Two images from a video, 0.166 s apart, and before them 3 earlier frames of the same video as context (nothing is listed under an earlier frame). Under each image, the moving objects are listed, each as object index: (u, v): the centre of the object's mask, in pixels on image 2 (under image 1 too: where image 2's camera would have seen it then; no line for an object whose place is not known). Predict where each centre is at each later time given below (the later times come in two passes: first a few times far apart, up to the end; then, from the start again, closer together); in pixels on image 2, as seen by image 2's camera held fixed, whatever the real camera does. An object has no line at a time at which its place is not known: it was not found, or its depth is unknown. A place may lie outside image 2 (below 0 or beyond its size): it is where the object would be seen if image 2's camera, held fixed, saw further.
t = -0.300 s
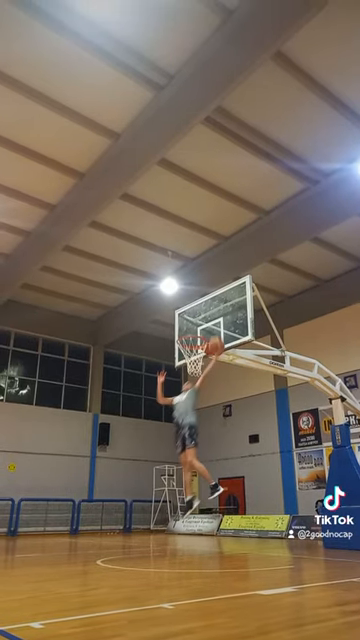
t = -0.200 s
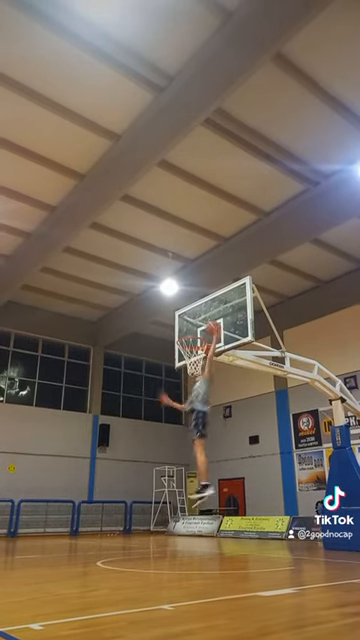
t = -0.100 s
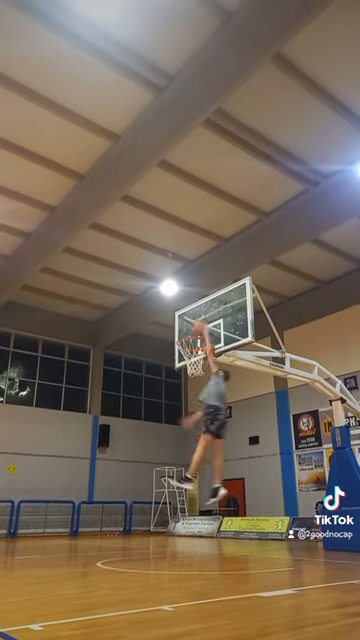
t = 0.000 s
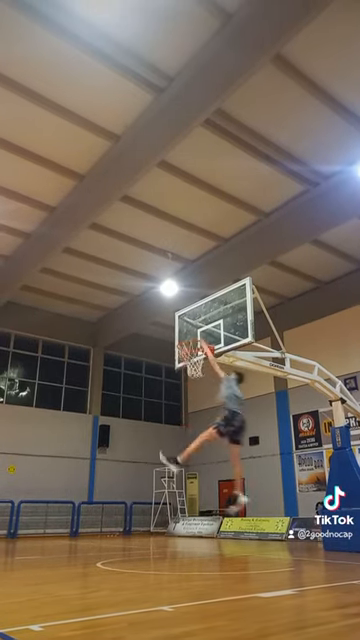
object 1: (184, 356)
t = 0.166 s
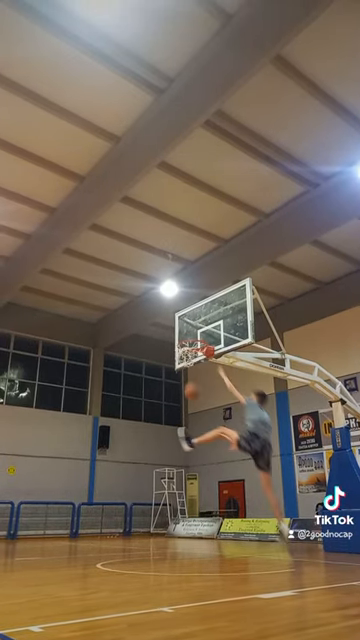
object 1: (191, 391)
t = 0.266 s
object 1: (195, 419)
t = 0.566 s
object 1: (208, 547)
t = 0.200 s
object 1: (192, 399)
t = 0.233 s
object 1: (193, 408)
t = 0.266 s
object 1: (195, 419)
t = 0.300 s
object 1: (197, 432)
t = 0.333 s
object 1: (198, 444)
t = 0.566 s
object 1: (208, 547)
